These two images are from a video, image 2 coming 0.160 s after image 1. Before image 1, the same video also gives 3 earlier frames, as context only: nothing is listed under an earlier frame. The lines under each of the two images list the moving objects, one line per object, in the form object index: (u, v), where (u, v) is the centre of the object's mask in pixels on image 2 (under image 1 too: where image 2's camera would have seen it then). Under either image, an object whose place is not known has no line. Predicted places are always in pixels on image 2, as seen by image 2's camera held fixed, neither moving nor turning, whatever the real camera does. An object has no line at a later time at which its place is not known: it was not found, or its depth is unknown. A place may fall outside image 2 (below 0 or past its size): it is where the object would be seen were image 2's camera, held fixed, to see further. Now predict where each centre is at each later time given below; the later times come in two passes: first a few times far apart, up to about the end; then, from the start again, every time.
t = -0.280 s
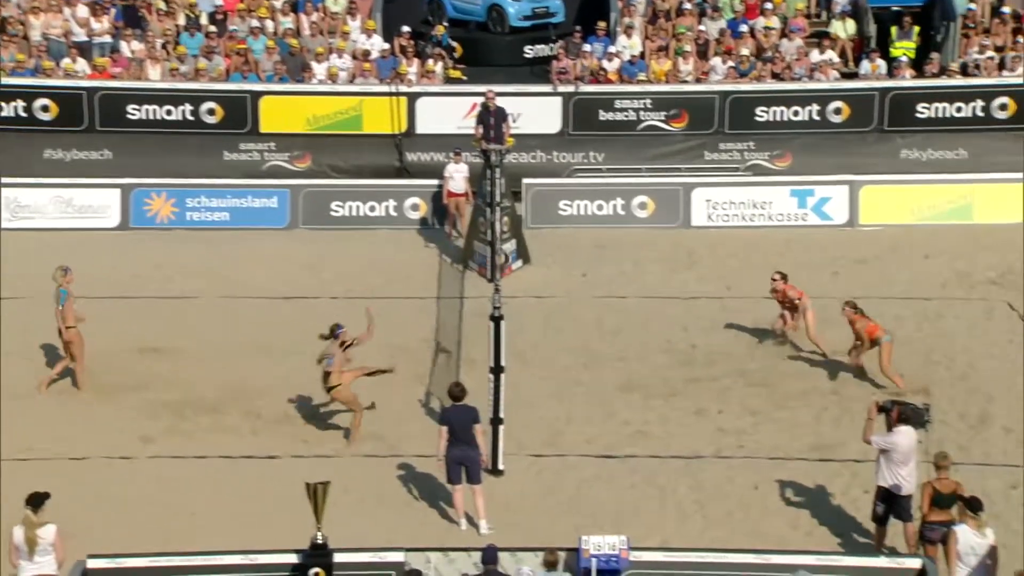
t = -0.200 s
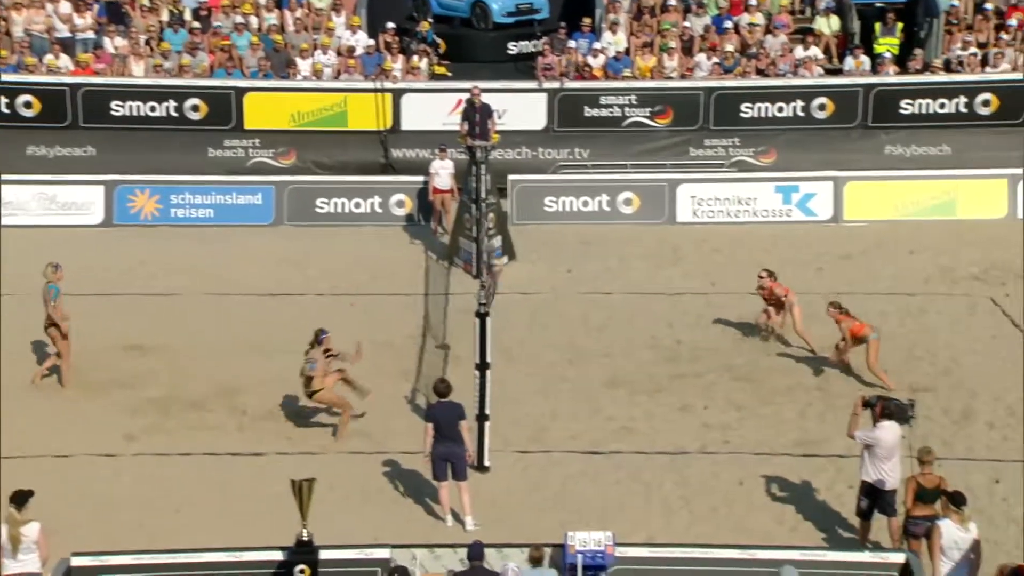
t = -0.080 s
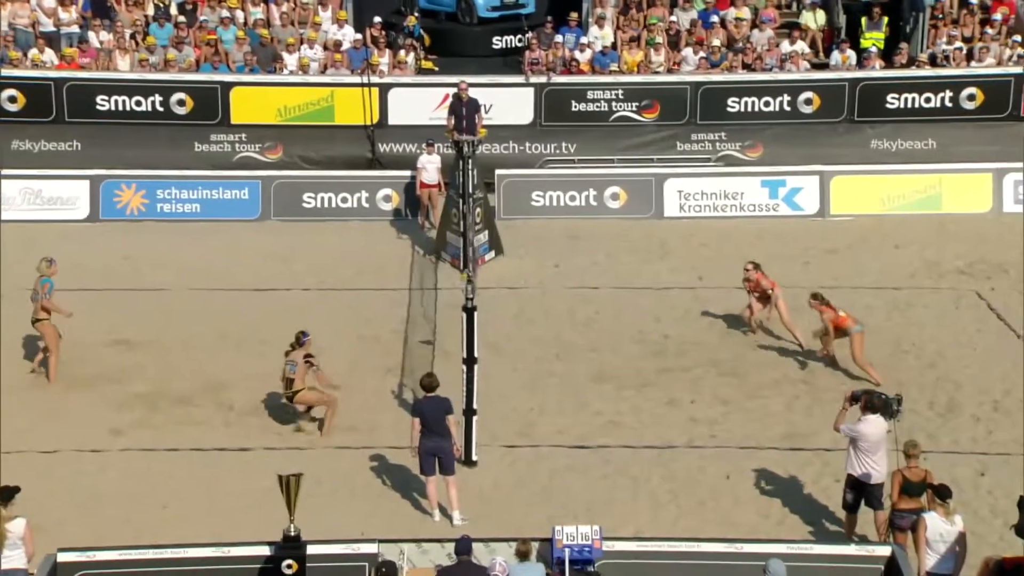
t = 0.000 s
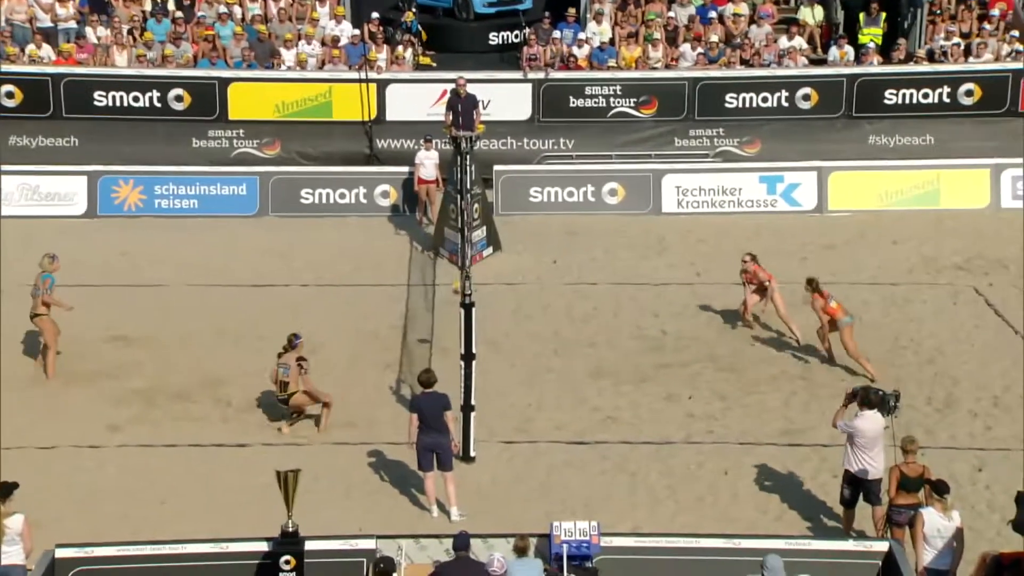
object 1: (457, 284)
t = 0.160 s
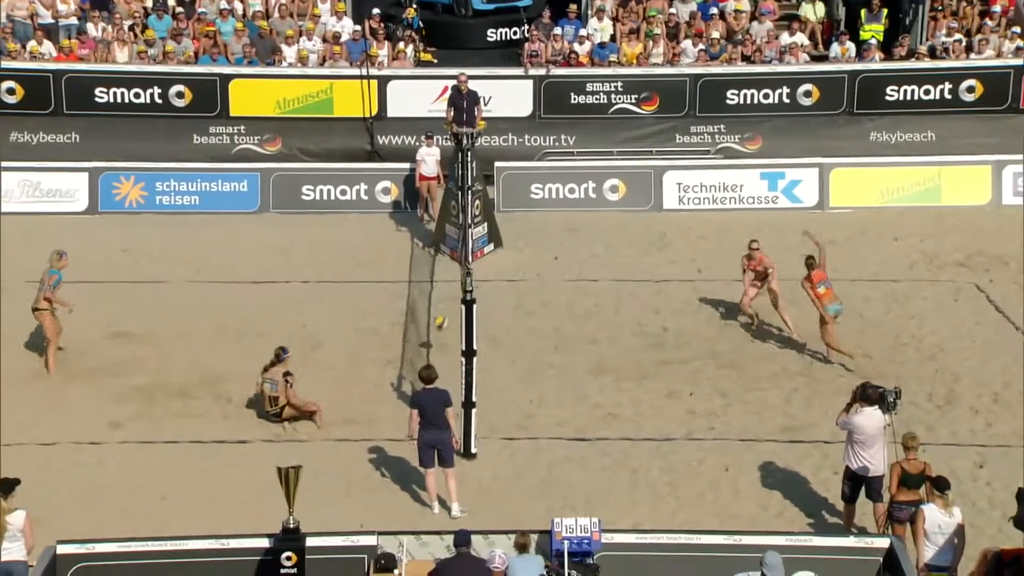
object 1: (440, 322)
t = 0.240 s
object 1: (431, 347)
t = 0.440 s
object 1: (411, 318)
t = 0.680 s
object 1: (385, 325)
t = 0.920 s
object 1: (370, 331)
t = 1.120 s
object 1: (360, 329)
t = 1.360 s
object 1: (349, 326)
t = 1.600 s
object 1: (343, 324)
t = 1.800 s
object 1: (342, 323)
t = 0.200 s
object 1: (437, 334)
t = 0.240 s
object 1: (431, 347)
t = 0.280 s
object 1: (428, 341)
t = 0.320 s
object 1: (423, 334)
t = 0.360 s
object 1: (420, 328)
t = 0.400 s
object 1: (416, 323)
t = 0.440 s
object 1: (411, 318)
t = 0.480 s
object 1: (408, 318)
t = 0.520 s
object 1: (404, 315)
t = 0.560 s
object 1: (400, 315)
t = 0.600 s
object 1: (396, 315)
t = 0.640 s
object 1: (393, 317)
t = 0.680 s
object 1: (385, 325)
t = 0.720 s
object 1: (382, 327)
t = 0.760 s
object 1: (380, 330)
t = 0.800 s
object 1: (377, 333)
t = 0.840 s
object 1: (374, 332)
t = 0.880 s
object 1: (372, 331)
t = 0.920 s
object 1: (370, 331)
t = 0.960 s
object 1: (367, 330)
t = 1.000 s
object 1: (366, 330)
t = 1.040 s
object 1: (364, 331)
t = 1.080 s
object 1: (362, 330)
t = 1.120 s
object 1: (360, 329)
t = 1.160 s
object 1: (358, 329)
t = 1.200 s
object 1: (356, 328)
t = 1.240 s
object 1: (354, 328)
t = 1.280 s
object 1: (353, 328)
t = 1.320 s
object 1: (350, 327)
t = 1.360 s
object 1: (349, 326)
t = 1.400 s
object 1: (347, 326)
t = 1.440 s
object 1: (346, 326)
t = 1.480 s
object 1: (345, 325)
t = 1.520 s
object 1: (344, 325)
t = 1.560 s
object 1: (343, 324)
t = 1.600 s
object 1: (343, 324)
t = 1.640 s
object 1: (343, 324)
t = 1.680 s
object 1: (342, 324)
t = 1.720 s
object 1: (342, 323)
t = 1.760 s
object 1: (342, 323)
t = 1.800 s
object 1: (342, 323)
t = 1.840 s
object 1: (342, 323)
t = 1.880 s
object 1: (341, 323)
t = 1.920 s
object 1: (341, 322)
